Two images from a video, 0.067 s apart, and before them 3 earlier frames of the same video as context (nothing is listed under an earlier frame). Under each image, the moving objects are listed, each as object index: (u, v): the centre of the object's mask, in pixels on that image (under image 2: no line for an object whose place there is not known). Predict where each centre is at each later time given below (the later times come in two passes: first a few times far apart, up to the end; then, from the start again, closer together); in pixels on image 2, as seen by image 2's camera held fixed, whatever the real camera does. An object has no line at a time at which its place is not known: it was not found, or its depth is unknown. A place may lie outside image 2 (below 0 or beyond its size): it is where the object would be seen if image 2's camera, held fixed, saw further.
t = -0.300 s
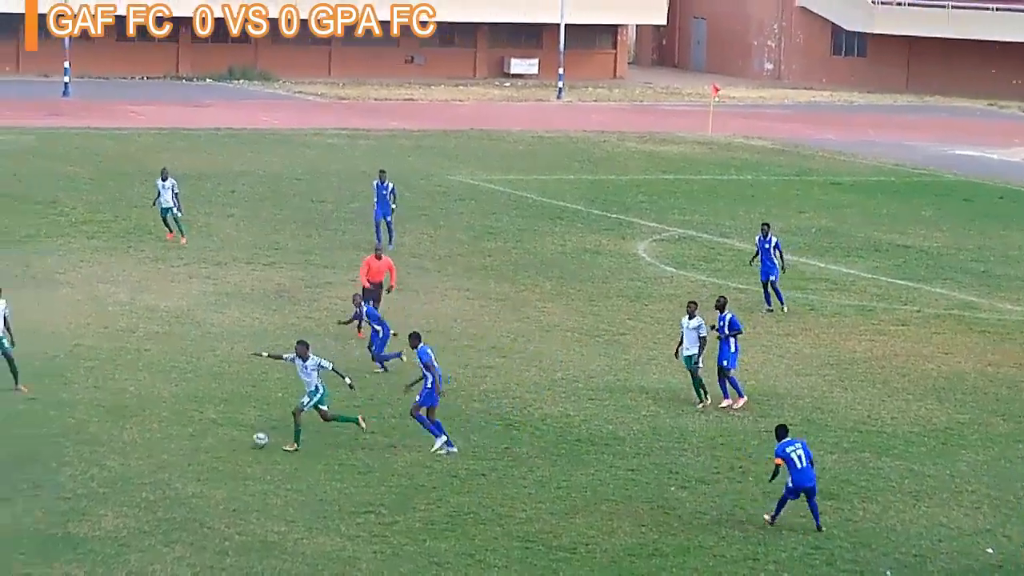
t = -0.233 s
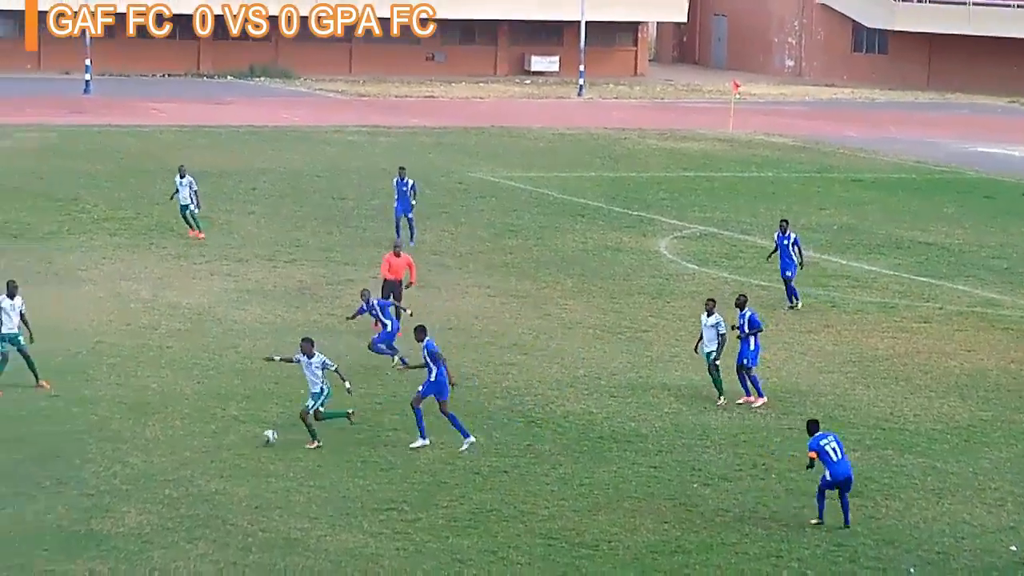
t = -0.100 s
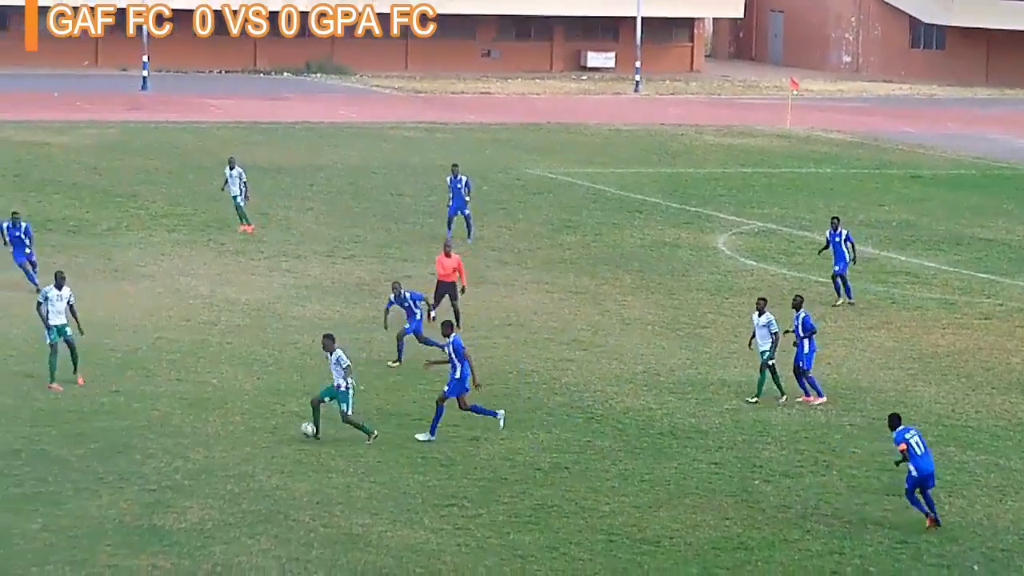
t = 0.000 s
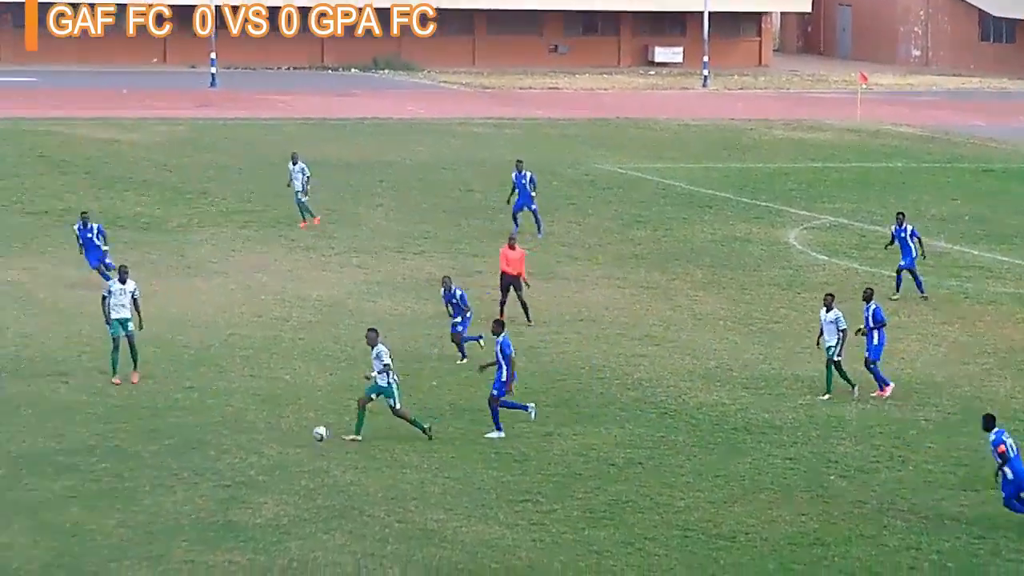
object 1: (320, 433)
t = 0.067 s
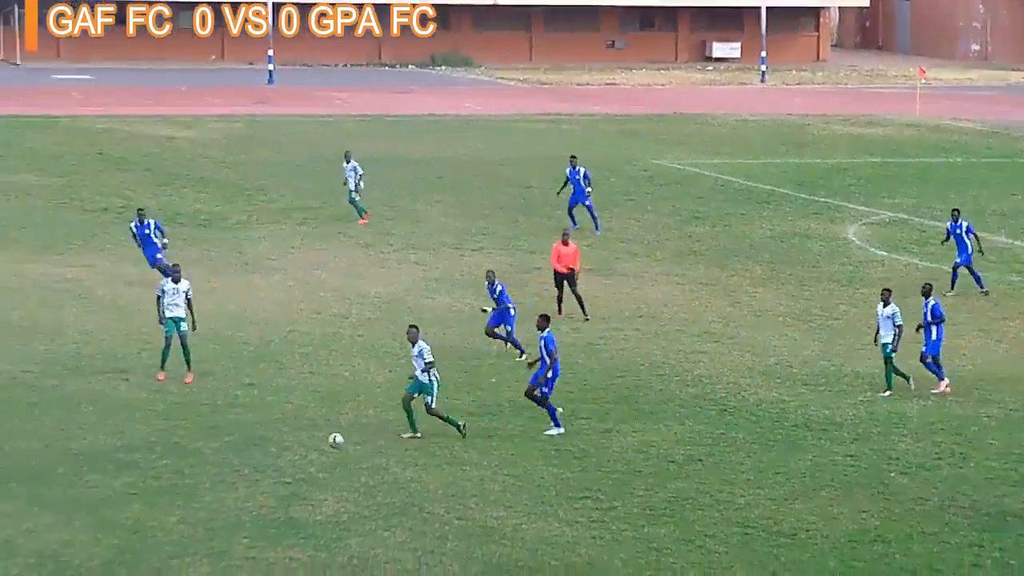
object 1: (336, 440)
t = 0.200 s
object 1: (256, 462)
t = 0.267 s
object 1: (218, 469)
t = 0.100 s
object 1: (314, 447)
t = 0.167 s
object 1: (275, 459)
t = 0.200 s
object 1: (256, 462)
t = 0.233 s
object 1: (237, 464)
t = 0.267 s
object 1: (218, 469)
